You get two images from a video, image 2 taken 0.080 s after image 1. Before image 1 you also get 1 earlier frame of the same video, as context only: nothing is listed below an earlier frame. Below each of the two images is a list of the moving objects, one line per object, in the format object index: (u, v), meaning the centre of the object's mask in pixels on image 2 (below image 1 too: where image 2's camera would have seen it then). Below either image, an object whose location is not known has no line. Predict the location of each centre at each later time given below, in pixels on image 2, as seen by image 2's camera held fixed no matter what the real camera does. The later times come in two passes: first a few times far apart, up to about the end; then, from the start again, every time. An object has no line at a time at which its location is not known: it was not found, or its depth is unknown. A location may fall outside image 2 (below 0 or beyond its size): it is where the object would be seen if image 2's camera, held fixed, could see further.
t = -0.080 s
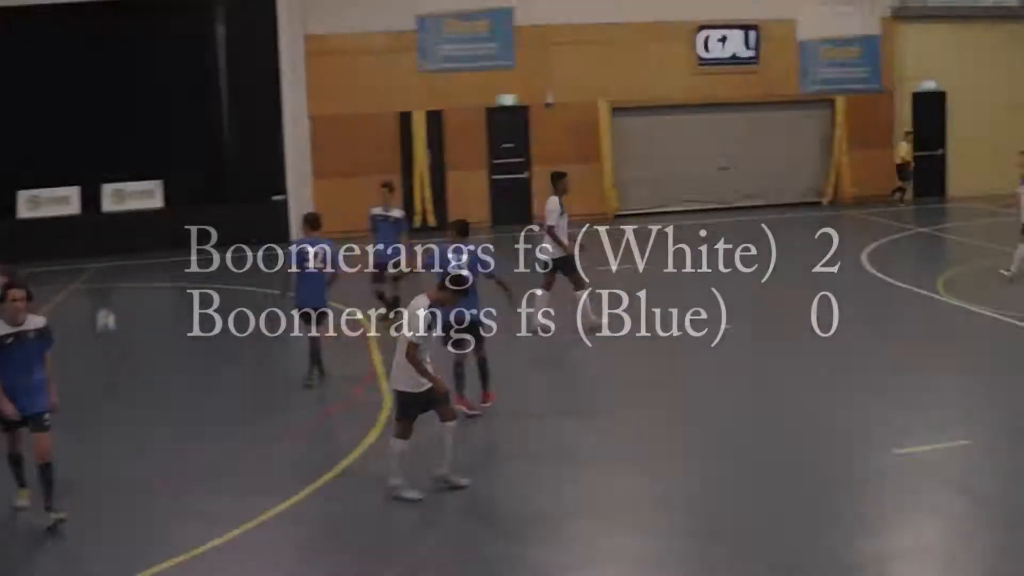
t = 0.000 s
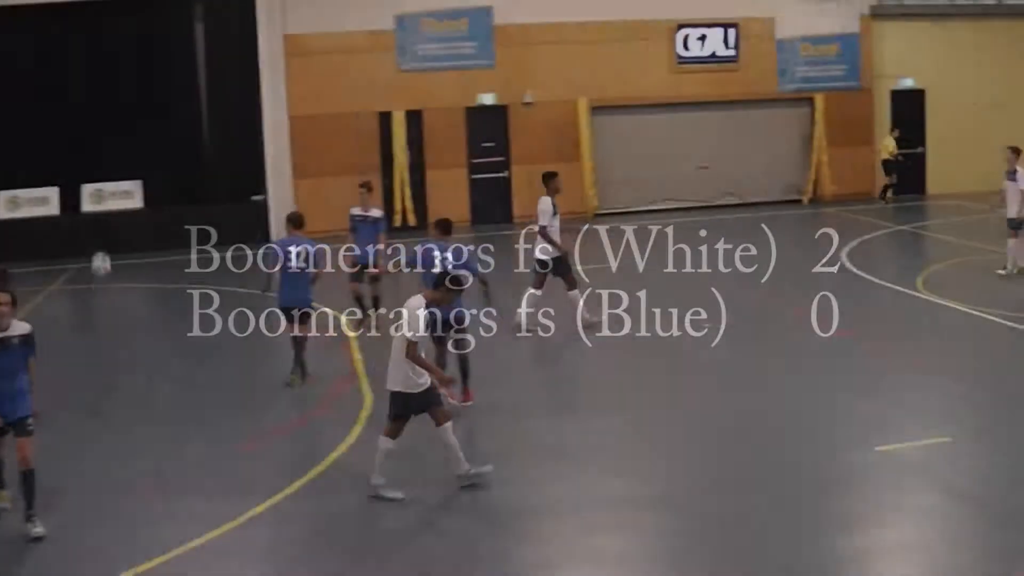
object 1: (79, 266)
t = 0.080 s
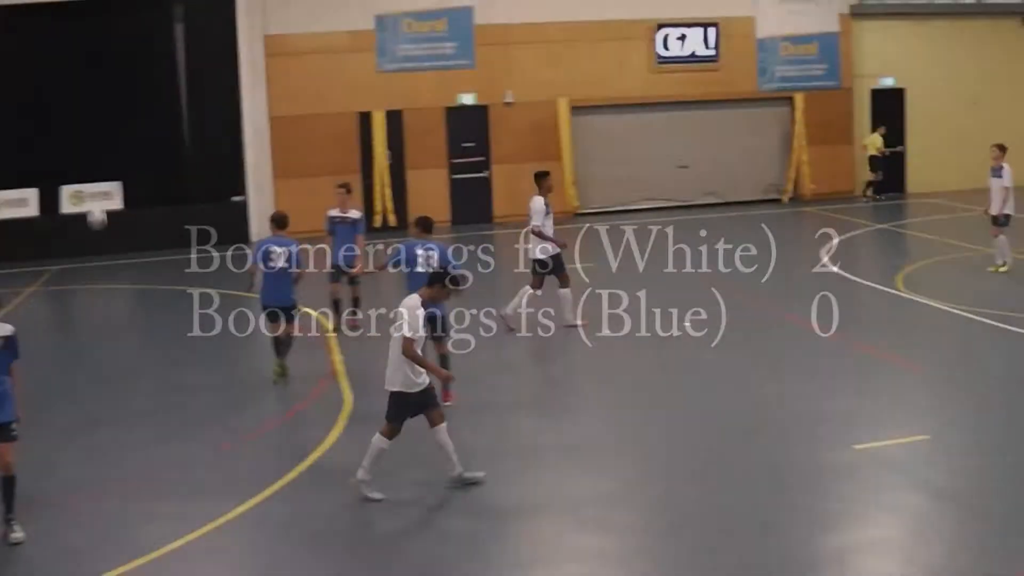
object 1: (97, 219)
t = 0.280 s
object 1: (146, 120)
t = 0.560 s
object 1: (212, 55)
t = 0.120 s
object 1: (109, 193)
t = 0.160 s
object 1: (116, 172)
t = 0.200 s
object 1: (126, 153)
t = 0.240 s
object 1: (136, 136)
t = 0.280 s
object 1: (146, 120)
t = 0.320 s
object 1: (157, 106)
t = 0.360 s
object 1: (166, 94)
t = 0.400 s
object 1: (175, 83)
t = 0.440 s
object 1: (184, 73)
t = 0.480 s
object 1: (194, 66)
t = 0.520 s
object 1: (203, 59)
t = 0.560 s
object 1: (212, 55)
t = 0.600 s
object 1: (221, 52)
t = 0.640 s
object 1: (230, 49)
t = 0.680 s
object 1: (238, 49)
